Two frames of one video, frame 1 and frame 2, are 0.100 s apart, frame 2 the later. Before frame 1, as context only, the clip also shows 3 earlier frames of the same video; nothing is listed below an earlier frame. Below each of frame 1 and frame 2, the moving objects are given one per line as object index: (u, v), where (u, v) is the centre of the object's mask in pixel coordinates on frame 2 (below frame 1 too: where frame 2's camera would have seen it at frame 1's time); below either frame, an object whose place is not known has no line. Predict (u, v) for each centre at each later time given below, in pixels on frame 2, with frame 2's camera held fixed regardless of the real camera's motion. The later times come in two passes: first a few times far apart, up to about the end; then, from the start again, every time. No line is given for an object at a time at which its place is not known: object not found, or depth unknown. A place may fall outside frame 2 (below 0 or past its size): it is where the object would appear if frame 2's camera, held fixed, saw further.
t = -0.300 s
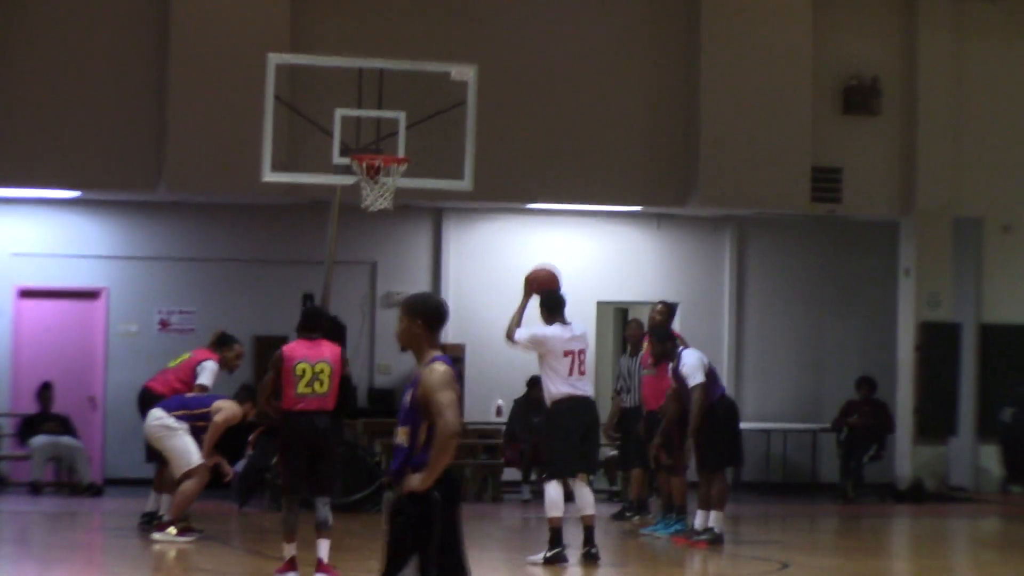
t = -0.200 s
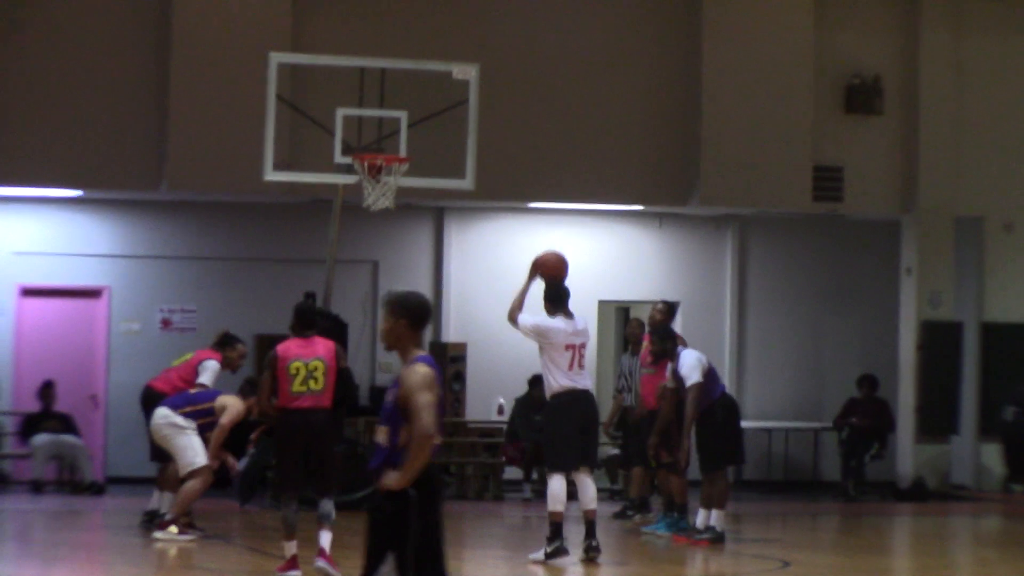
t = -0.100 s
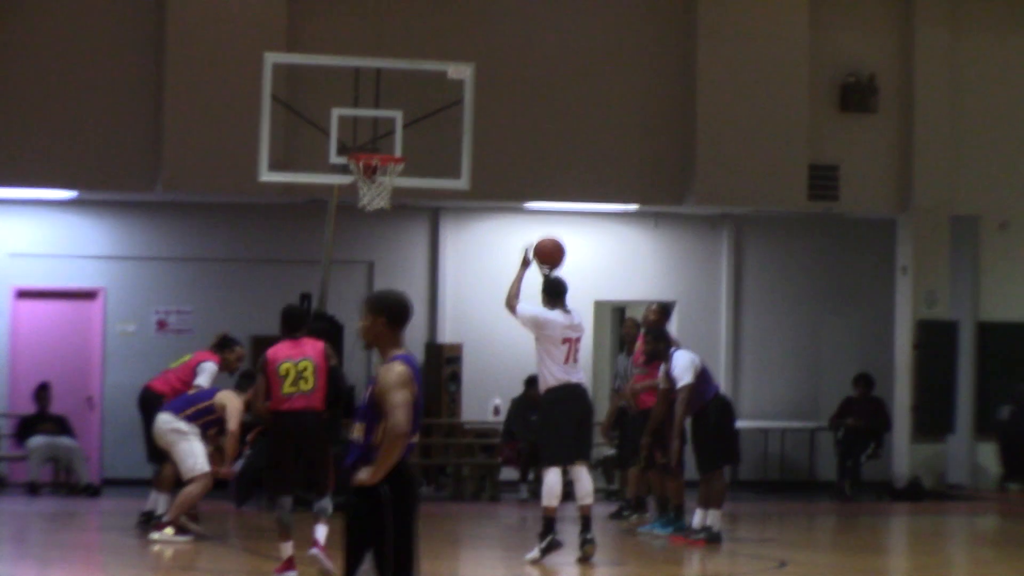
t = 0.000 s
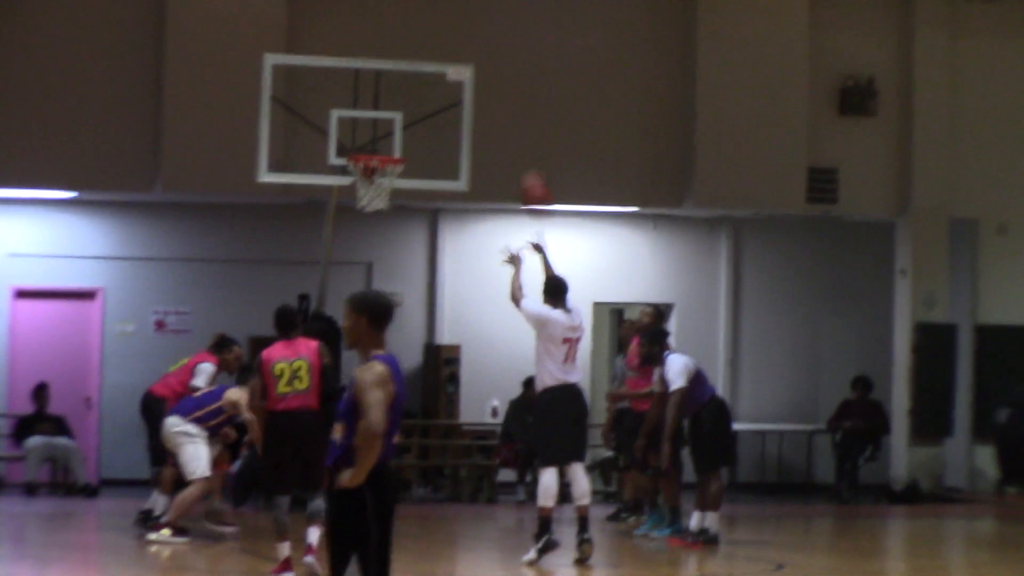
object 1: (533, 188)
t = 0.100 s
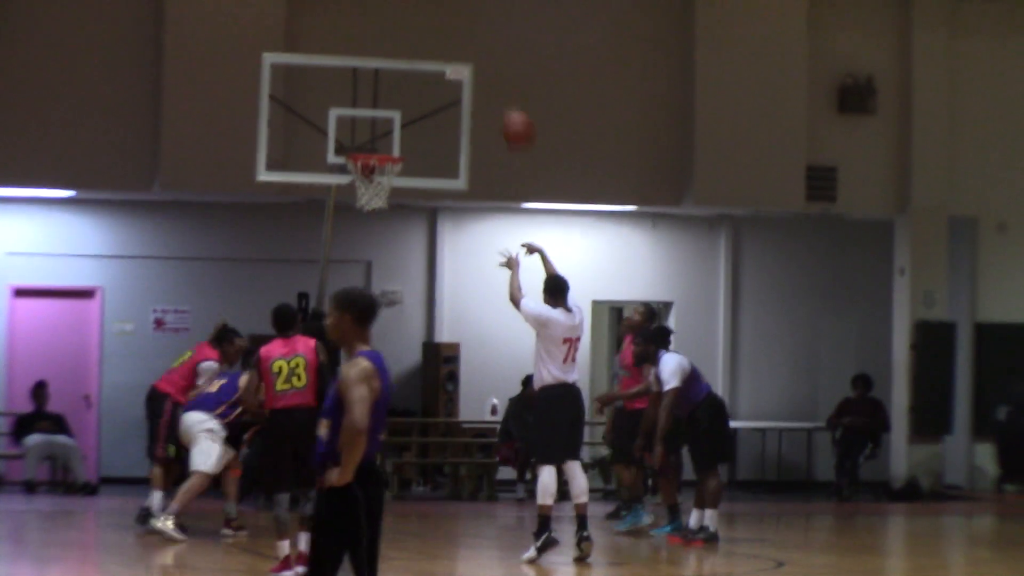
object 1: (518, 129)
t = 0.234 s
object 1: (494, 65)
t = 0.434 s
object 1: (462, 19)
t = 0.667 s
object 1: (426, 30)
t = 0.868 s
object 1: (394, 87)
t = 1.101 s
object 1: (363, 192)
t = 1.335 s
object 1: (361, 250)
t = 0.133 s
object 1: (511, 110)
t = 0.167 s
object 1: (506, 94)
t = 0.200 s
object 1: (500, 79)
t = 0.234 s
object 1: (494, 65)
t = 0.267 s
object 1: (488, 54)
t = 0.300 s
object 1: (483, 45)
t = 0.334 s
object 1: (478, 37)
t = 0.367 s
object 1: (473, 29)
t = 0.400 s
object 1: (467, 23)
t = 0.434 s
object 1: (462, 19)
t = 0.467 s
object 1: (456, 17)
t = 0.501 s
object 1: (452, 16)
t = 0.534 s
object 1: (446, 16)
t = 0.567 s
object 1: (440, 17)
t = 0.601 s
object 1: (435, 20)
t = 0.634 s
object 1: (430, 23)
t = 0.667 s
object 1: (426, 30)
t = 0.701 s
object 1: (420, 35)
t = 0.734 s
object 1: (415, 41)
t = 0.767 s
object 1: (411, 50)
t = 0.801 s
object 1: (405, 61)
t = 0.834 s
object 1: (399, 74)
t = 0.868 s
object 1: (394, 87)
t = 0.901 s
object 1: (390, 98)
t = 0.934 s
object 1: (383, 118)
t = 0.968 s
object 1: (380, 132)
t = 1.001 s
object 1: (374, 145)
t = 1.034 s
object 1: (369, 167)
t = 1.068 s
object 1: (366, 179)
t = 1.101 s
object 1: (363, 192)
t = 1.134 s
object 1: (363, 196)
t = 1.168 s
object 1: (363, 202)
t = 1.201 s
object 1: (363, 209)
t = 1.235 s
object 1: (362, 217)
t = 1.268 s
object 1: (361, 226)
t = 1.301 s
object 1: (361, 238)
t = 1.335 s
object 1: (361, 250)
